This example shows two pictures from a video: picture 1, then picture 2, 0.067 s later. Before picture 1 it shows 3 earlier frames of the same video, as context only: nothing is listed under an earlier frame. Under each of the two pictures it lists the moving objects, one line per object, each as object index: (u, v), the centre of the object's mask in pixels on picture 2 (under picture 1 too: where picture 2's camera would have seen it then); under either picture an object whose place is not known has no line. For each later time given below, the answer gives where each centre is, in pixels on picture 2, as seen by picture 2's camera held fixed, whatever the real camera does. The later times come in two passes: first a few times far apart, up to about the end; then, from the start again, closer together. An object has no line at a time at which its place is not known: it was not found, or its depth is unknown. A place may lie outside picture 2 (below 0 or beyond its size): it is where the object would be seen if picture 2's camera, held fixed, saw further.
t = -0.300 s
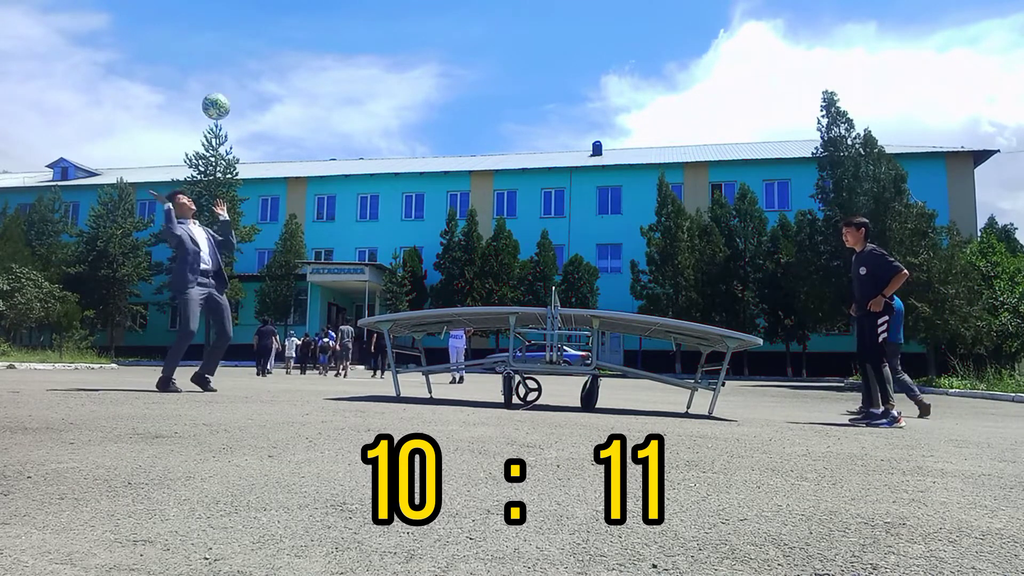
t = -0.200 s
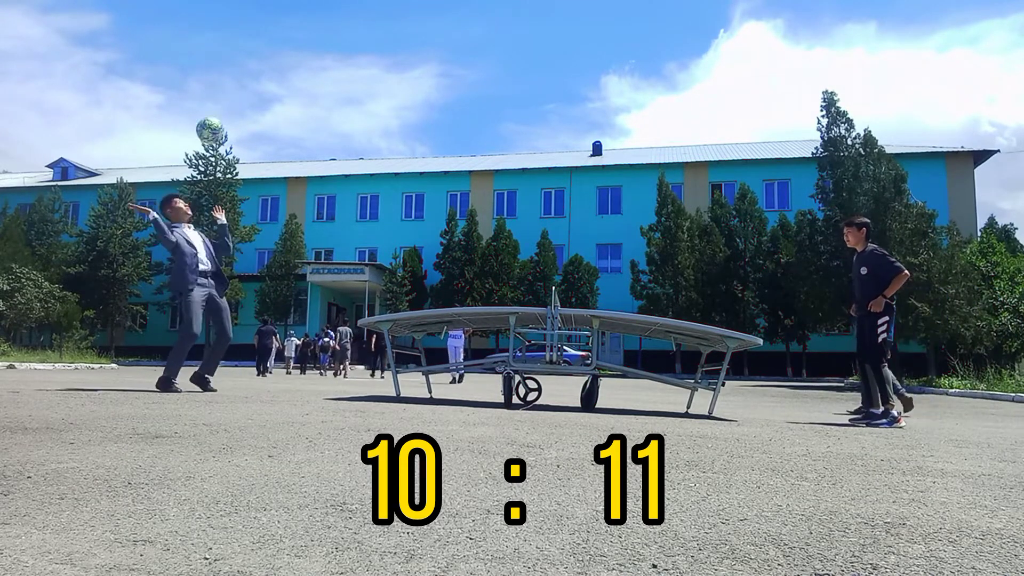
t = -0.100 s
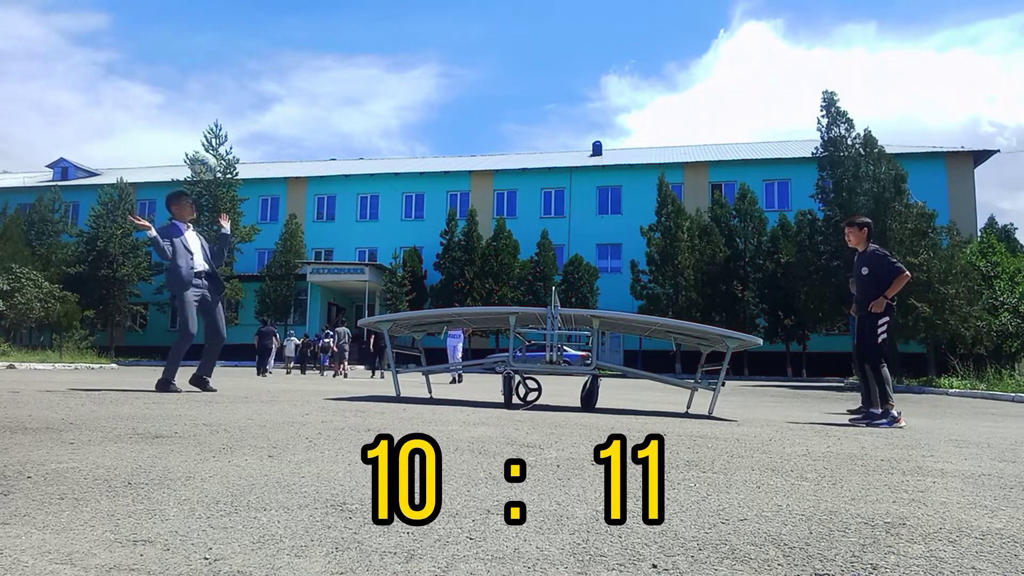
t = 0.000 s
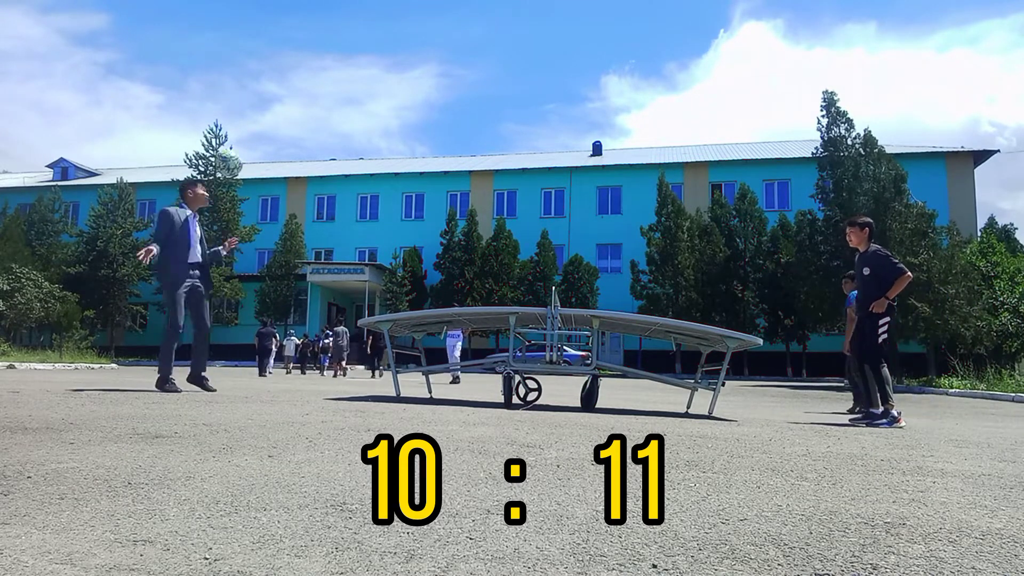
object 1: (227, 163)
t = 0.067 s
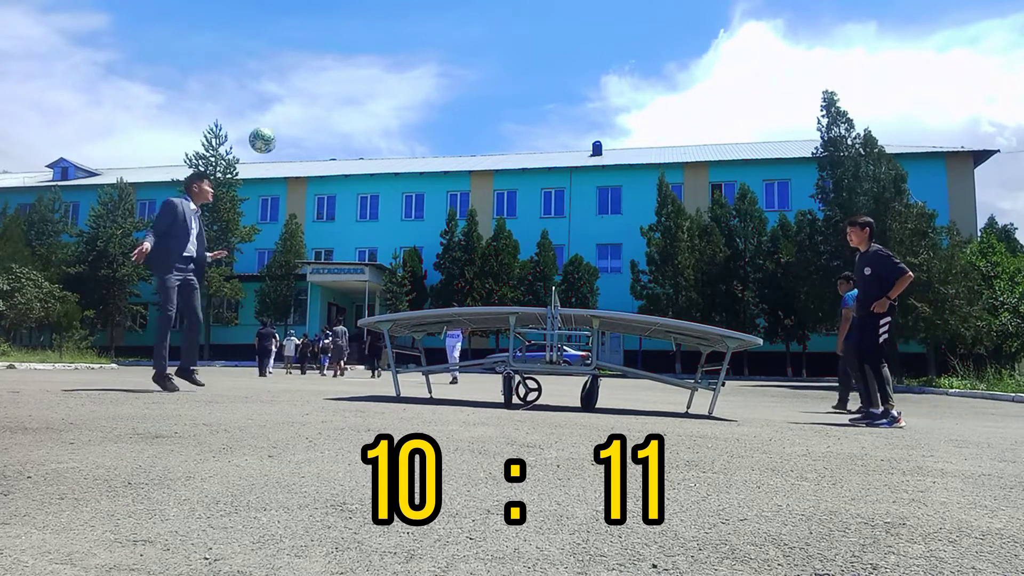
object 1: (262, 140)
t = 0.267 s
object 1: (361, 102)
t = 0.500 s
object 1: (477, 111)
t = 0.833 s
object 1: (645, 244)
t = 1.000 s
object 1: (732, 291)
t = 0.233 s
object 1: (345, 105)
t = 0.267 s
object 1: (361, 102)
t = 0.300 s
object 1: (378, 99)
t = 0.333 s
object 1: (394, 98)
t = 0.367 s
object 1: (411, 98)
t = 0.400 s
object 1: (428, 99)
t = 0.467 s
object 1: (461, 106)
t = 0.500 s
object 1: (477, 111)
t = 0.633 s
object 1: (543, 148)
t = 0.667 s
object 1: (560, 161)
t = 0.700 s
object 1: (577, 175)
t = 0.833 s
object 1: (645, 244)
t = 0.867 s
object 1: (661, 266)
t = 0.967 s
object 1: (714, 304)
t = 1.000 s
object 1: (732, 291)
